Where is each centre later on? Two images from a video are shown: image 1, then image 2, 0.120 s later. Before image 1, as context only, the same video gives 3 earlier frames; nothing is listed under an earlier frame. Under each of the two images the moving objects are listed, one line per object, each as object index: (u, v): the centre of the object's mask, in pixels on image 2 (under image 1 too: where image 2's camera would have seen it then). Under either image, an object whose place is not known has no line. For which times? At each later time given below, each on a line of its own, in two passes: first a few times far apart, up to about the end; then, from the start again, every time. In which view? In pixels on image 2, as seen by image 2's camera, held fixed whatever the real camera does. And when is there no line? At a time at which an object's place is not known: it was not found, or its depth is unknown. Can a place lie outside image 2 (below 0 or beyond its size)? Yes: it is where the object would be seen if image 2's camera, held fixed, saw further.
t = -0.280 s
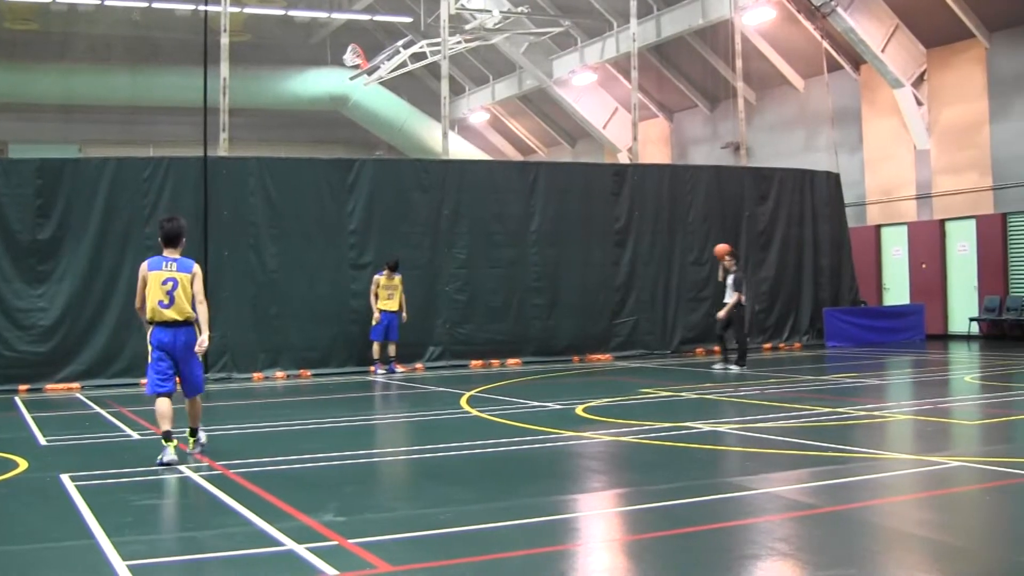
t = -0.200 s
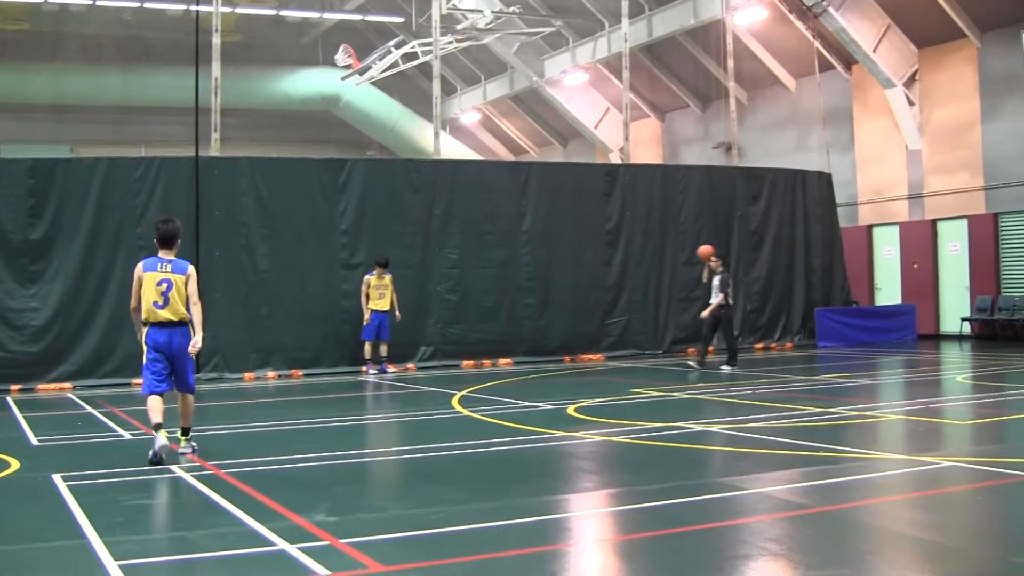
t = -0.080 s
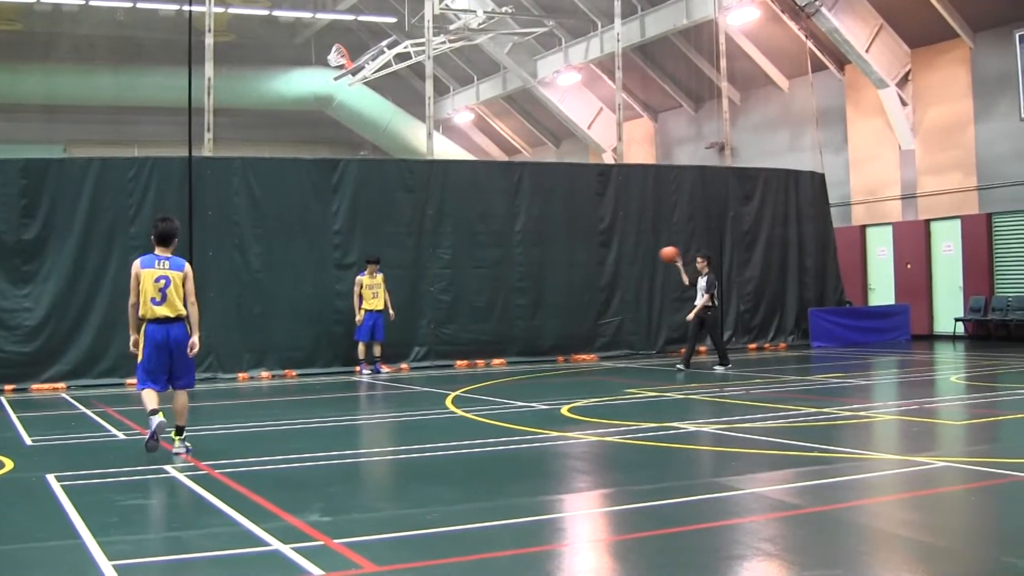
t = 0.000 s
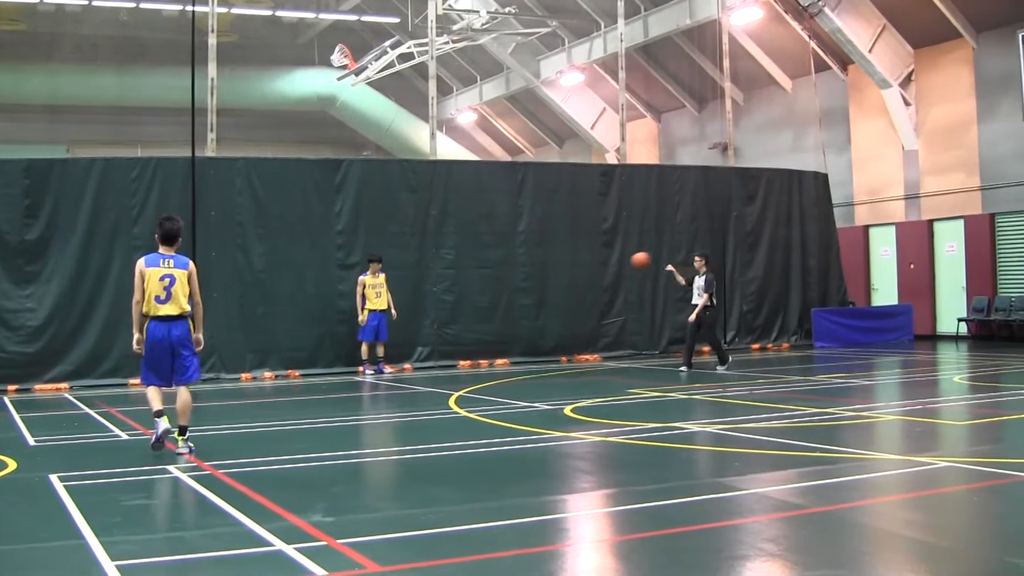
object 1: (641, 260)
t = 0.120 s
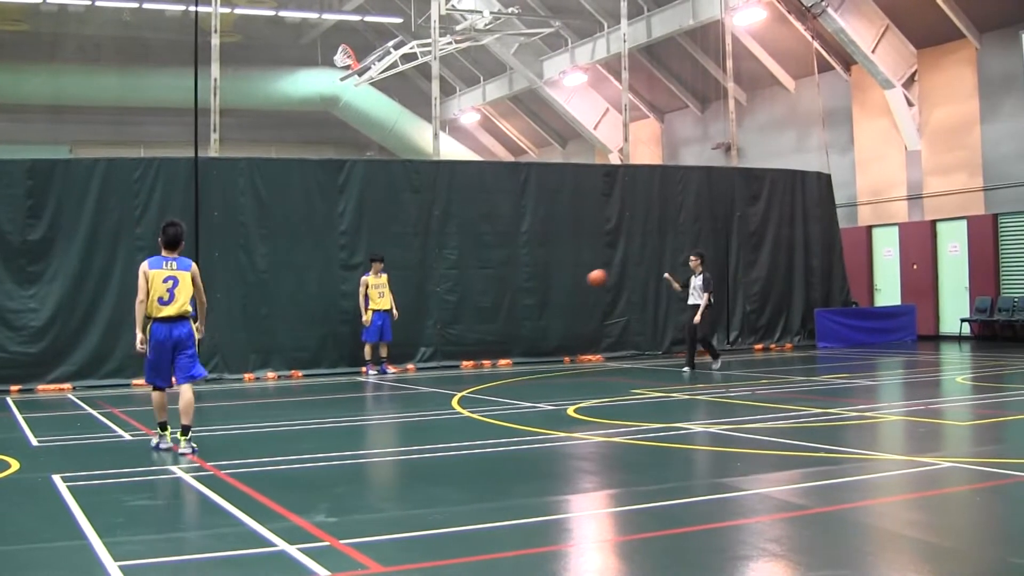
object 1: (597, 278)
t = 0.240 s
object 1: (553, 304)
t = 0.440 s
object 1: (484, 360)
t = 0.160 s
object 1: (582, 285)
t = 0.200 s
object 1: (567, 294)
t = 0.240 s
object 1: (553, 304)
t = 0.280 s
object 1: (538, 315)
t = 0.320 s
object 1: (524, 327)
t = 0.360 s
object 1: (510, 340)
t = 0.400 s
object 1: (496, 354)
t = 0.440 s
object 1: (484, 360)
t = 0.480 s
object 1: (476, 349)
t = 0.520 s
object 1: (469, 338)
